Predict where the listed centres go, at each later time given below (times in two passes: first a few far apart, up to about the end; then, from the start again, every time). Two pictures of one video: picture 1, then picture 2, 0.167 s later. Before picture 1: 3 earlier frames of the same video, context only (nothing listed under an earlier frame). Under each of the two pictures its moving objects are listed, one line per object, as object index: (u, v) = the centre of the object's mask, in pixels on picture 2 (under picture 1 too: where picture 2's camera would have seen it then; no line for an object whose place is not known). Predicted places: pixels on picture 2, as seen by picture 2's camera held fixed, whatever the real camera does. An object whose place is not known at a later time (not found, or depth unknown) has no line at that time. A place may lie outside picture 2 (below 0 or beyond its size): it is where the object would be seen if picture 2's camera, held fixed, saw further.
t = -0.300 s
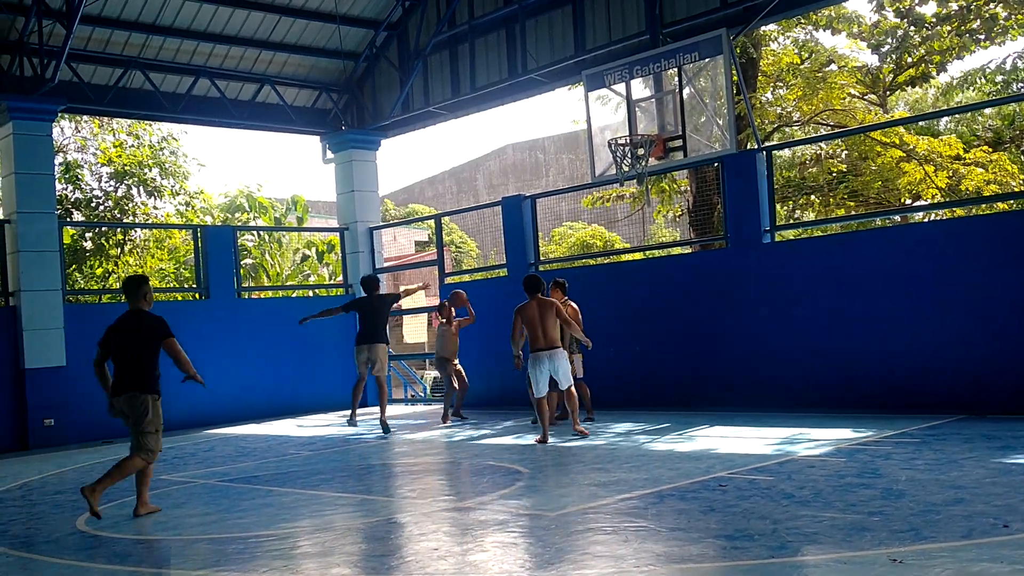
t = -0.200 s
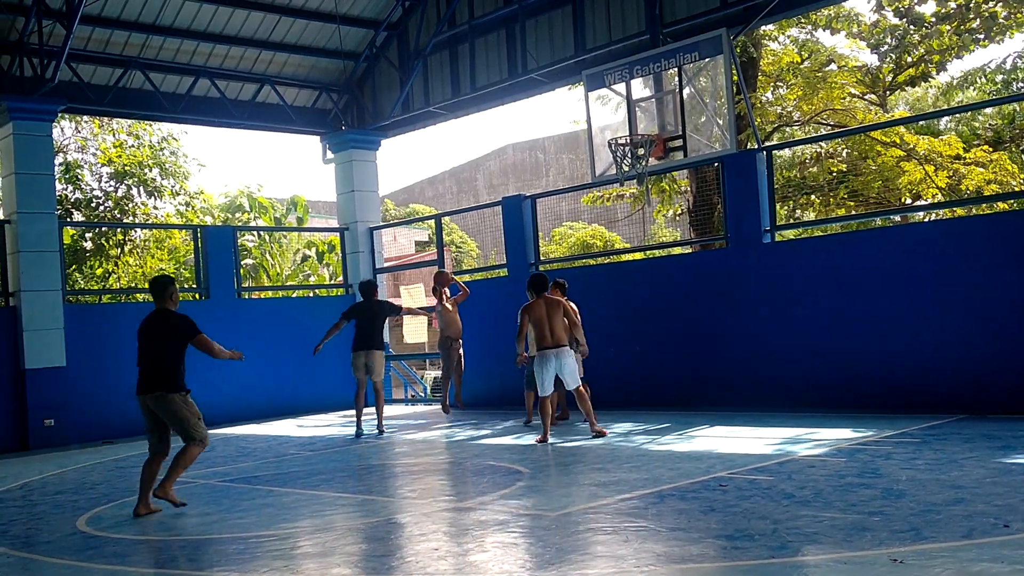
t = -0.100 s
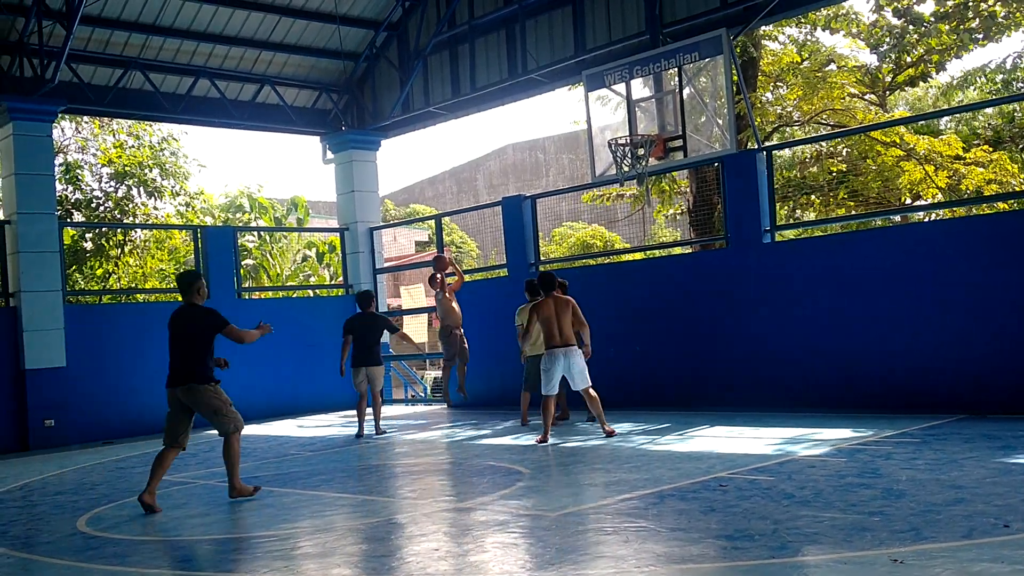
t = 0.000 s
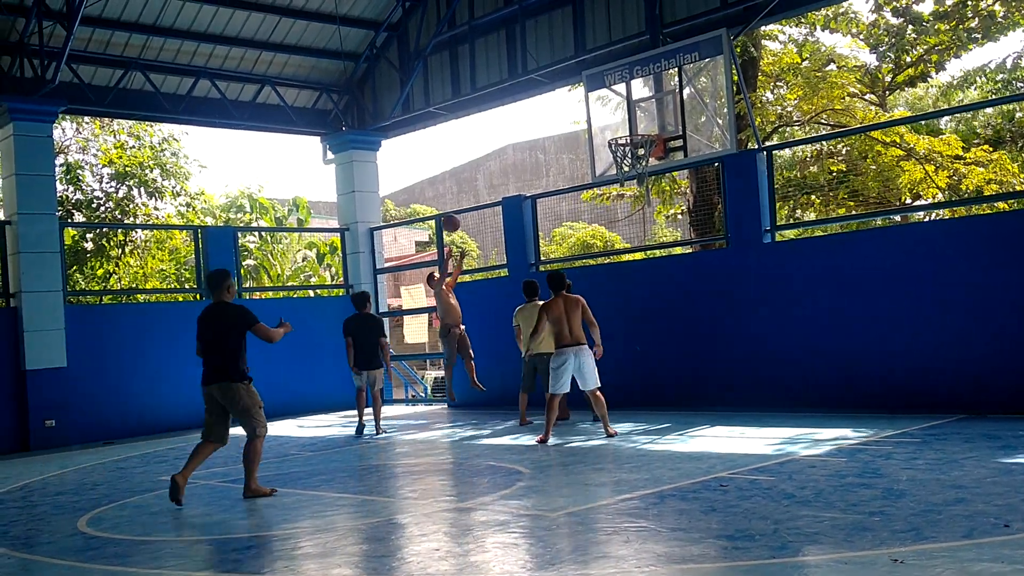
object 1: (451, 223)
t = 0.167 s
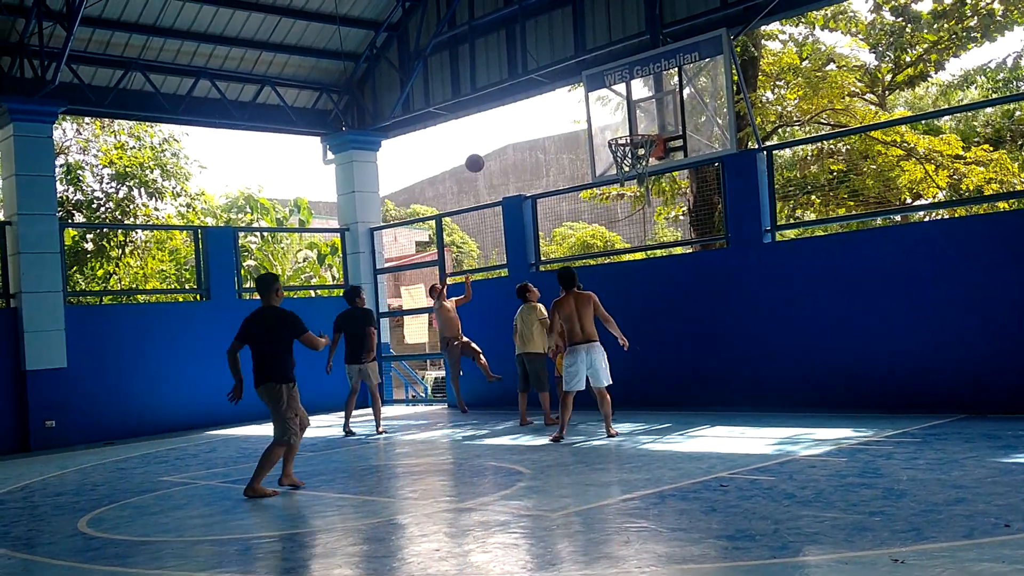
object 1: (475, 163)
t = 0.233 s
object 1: (485, 144)
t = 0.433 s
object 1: (518, 106)
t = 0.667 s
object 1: (564, 102)
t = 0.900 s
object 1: (609, 146)
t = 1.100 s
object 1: (578, 187)
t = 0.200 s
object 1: (480, 153)
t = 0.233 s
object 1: (485, 144)
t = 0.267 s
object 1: (490, 135)
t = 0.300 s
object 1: (496, 128)
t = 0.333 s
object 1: (501, 121)
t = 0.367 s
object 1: (507, 115)
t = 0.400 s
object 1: (513, 110)
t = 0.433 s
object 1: (518, 106)
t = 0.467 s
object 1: (524, 103)
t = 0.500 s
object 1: (531, 101)
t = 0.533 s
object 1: (537, 99)
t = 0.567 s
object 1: (543, 98)
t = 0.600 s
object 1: (550, 98)
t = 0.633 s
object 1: (557, 100)
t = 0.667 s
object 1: (564, 102)
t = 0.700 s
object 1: (571, 105)
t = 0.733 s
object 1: (578, 110)
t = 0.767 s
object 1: (586, 116)
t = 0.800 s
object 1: (593, 122)
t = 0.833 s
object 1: (601, 130)
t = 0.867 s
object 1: (608, 139)
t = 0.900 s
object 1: (609, 146)
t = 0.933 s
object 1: (604, 153)
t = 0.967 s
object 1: (600, 160)
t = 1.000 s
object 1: (596, 167)
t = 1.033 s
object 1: (592, 175)
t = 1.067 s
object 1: (585, 181)
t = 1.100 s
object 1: (578, 187)
